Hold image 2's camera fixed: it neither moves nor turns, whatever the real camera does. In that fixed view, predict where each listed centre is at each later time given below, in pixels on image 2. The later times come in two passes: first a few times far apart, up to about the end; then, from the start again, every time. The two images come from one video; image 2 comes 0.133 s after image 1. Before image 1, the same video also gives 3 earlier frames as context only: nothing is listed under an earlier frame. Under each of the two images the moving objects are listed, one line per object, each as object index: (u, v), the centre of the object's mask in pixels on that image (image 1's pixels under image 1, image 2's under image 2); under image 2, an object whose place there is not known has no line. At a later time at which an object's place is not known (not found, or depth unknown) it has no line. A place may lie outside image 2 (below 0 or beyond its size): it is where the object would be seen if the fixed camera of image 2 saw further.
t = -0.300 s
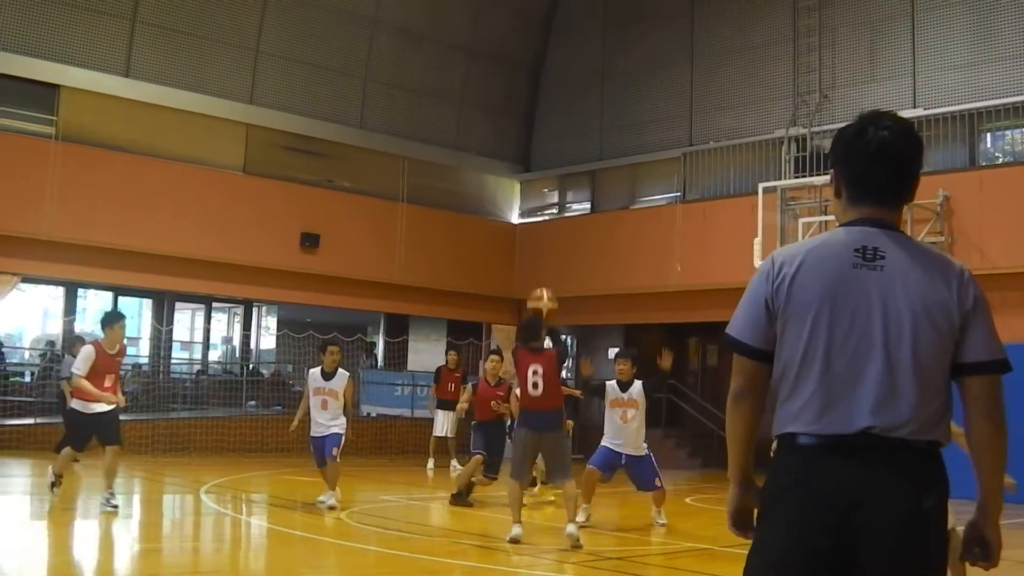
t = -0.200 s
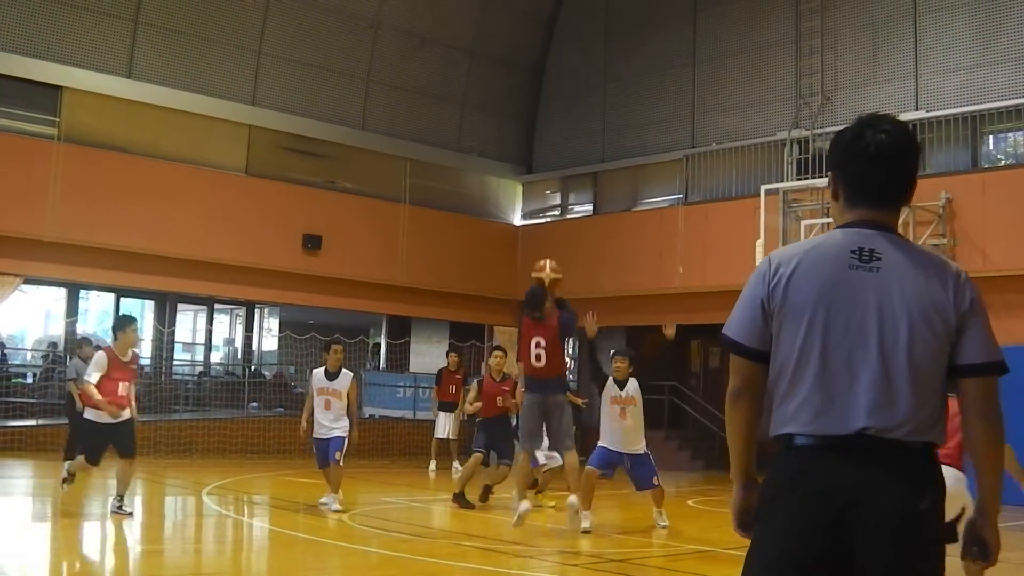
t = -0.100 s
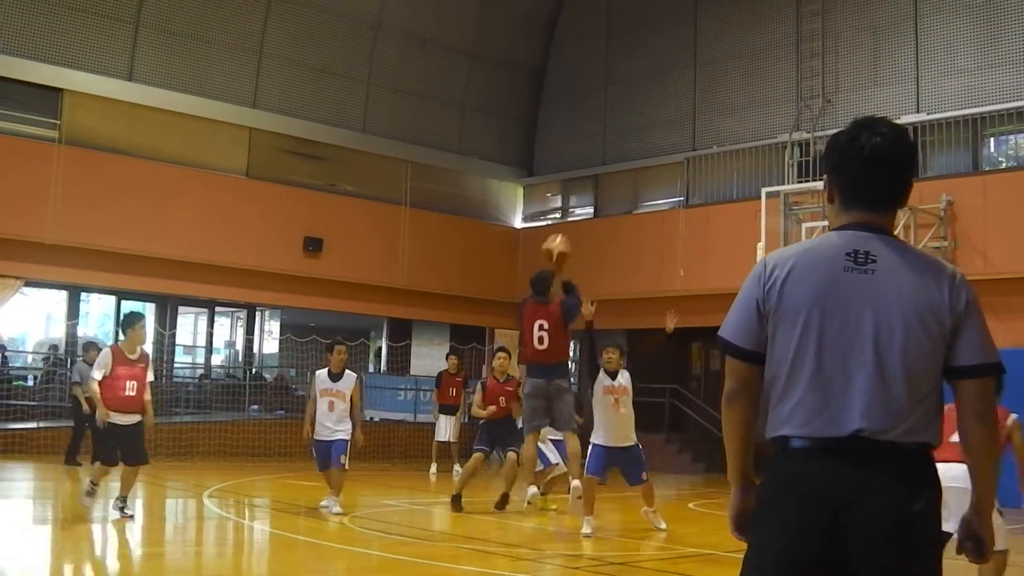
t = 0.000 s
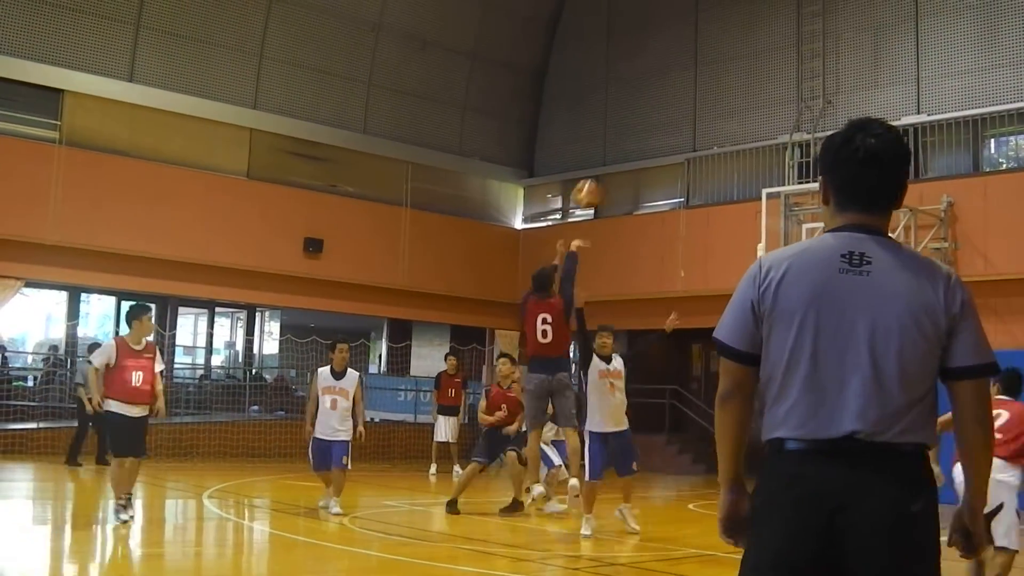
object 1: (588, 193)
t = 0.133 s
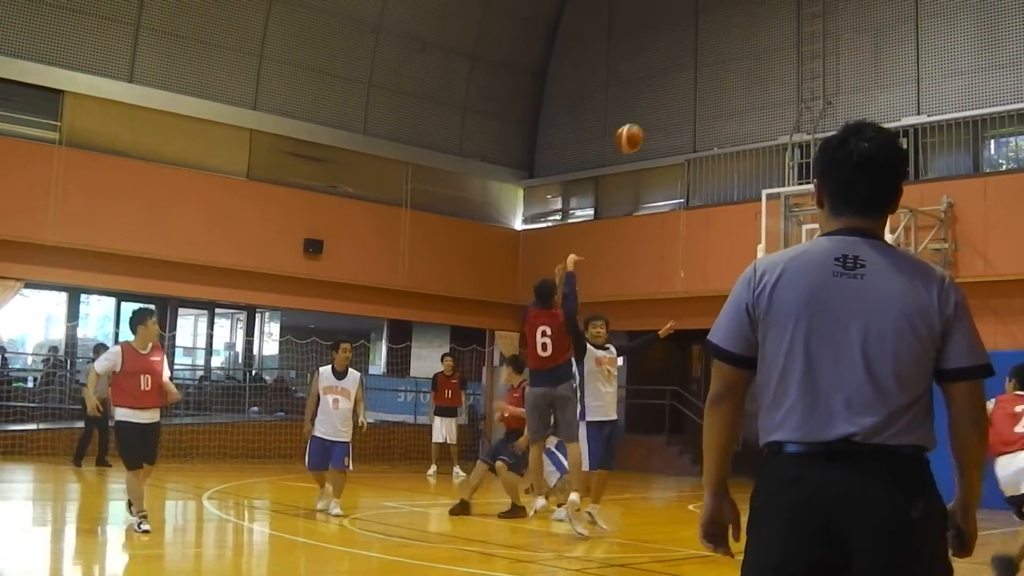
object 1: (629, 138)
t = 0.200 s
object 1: (648, 120)
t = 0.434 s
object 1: (706, 92)
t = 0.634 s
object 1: (744, 111)
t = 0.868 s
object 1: (784, 171)
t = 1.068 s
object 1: (814, 246)
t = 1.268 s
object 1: (798, 266)
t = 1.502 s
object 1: (822, 300)
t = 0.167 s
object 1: (638, 128)
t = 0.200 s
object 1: (648, 120)
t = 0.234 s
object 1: (657, 113)
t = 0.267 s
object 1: (665, 105)
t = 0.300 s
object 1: (673, 101)
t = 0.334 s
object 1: (682, 97)
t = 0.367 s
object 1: (690, 95)
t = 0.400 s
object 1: (698, 93)
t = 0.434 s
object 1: (706, 92)
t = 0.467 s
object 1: (712, 93)
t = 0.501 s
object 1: (719, 94)
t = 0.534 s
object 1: (726, 98)
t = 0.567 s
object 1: (732, 101)
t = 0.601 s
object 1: (739, 105)
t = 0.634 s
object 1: (744, 111)
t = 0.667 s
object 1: (751, 117)
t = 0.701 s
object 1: (757, 123)
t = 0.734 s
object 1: (762, 131)
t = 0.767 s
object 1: (768, 140)
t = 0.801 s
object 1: (774, 150)
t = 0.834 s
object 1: (779, 158)
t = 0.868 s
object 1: (784, 171)
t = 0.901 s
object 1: (789, 182)
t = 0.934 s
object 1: (794, 194)
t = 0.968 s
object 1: (799, 207)
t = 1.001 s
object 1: (804, 221)
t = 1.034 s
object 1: (809, 235)
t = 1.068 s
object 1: (814, 246)
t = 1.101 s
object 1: (809, 261)
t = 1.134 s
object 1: (795, 264)
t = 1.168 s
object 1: (793, 265)
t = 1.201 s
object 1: (795, 264)
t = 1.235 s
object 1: (796, 266)
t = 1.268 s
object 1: (798, 266)
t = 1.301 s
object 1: (802, 270)
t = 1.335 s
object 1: (804, 272)
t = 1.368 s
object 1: (808, 278)
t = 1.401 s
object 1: (811, 281)
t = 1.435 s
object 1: (814, 282)
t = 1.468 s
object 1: (819, 292)
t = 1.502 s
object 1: (822, 300)
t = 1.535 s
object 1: (825, 308)
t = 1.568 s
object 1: (827, 319)
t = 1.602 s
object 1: (832, 327)
